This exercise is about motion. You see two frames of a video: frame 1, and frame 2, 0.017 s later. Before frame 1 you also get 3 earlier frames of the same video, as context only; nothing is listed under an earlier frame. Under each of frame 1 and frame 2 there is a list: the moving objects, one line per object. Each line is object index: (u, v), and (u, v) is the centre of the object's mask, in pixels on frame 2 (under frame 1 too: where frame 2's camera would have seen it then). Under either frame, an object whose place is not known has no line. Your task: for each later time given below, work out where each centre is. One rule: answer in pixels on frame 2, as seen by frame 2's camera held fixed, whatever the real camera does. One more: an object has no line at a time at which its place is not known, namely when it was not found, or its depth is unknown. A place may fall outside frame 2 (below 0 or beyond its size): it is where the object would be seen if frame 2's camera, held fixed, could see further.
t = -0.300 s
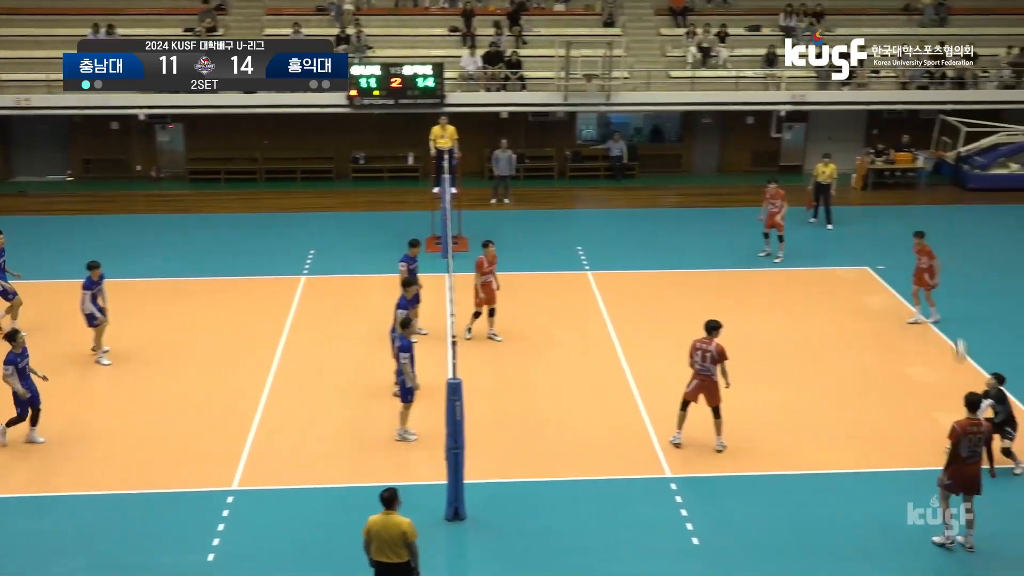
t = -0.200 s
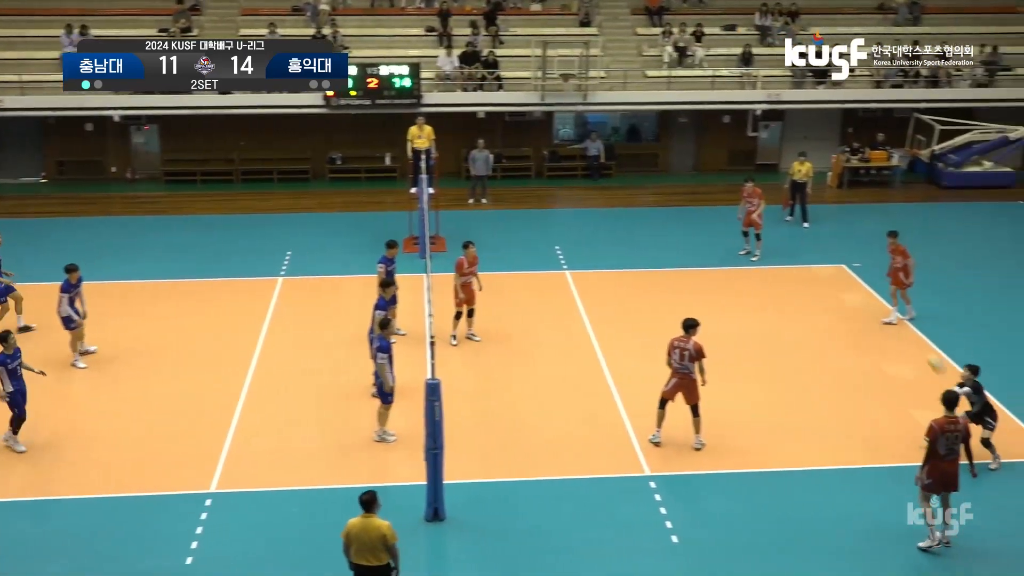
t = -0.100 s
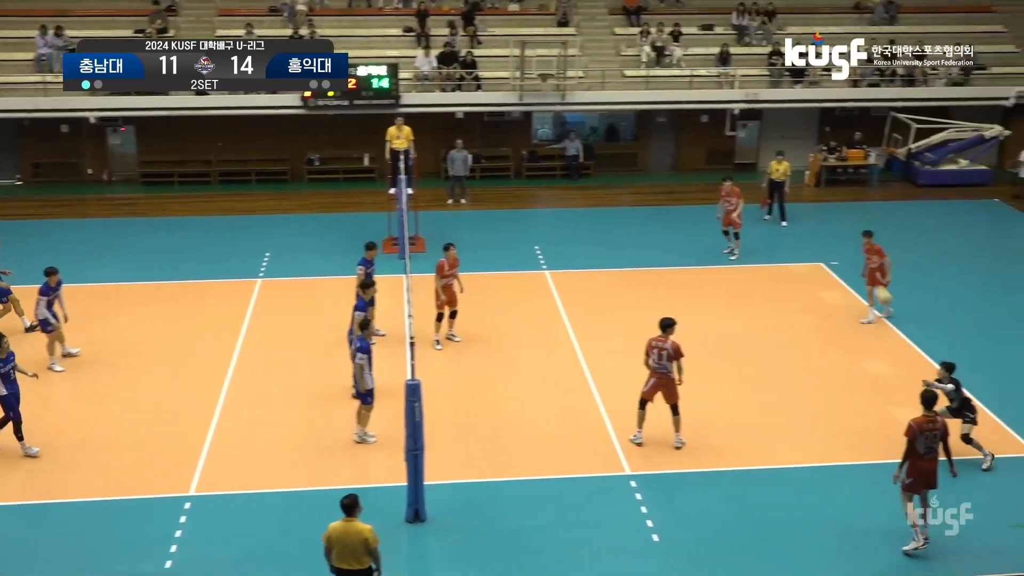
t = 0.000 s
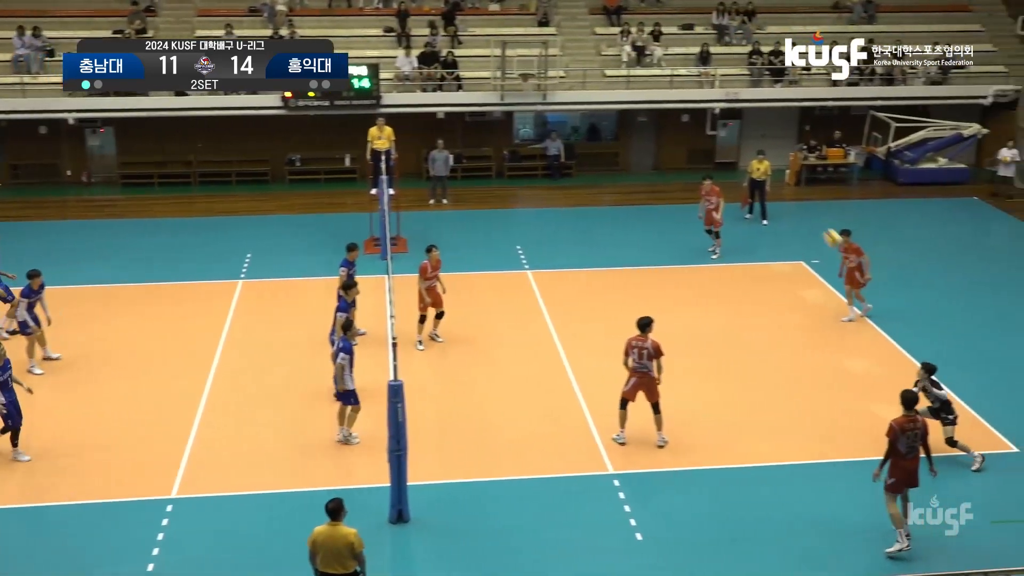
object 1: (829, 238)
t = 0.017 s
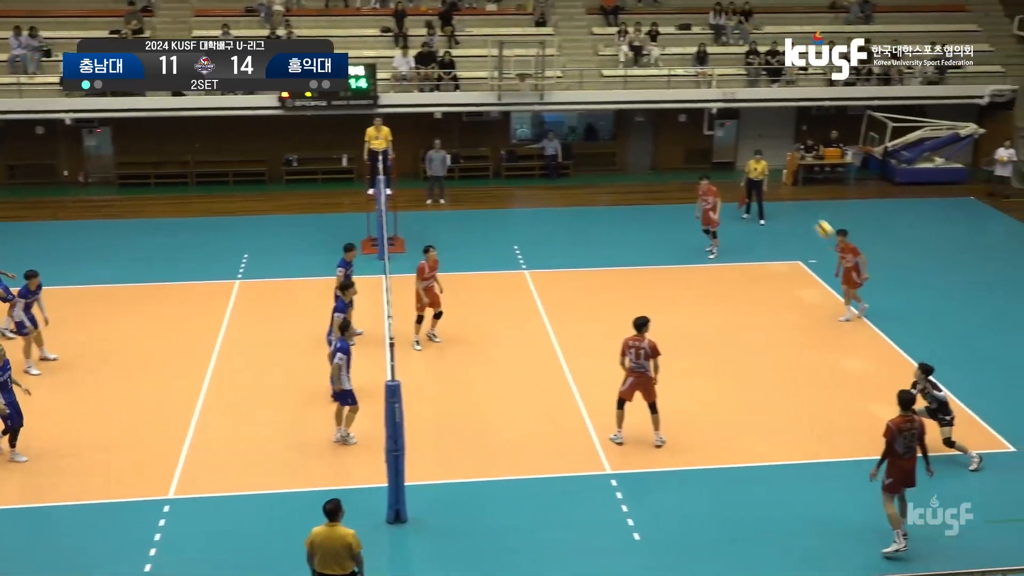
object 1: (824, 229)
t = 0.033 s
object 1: (819, 221)
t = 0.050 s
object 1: (813, 213)
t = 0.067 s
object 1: (808, 205)
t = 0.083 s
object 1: (802, 197)
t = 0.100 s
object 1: (796, 191)
